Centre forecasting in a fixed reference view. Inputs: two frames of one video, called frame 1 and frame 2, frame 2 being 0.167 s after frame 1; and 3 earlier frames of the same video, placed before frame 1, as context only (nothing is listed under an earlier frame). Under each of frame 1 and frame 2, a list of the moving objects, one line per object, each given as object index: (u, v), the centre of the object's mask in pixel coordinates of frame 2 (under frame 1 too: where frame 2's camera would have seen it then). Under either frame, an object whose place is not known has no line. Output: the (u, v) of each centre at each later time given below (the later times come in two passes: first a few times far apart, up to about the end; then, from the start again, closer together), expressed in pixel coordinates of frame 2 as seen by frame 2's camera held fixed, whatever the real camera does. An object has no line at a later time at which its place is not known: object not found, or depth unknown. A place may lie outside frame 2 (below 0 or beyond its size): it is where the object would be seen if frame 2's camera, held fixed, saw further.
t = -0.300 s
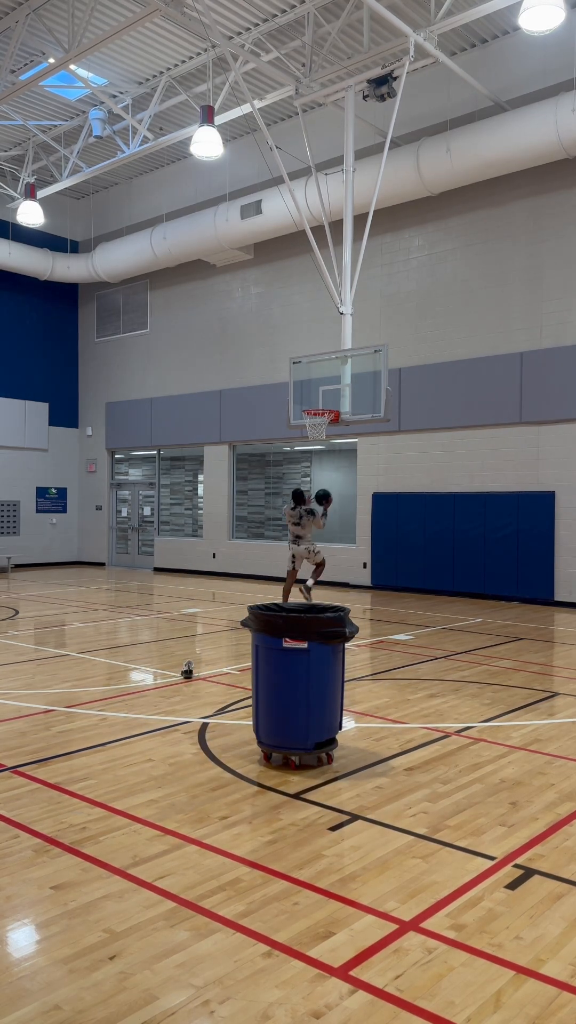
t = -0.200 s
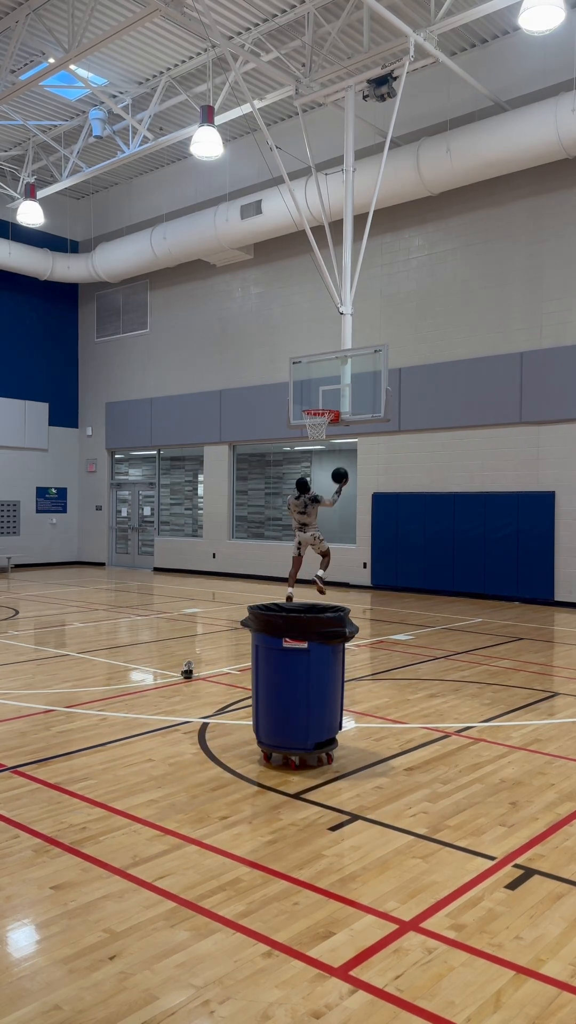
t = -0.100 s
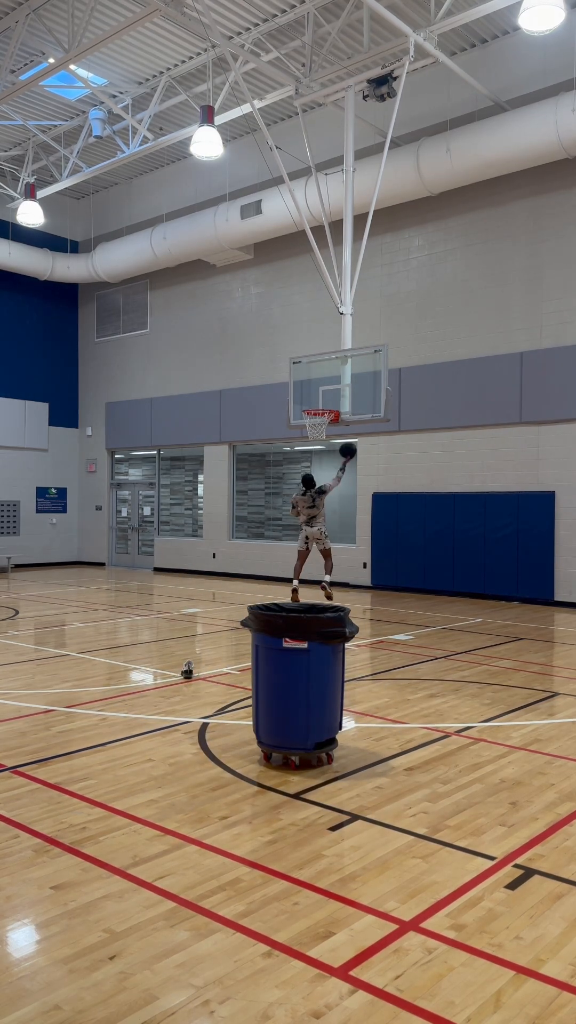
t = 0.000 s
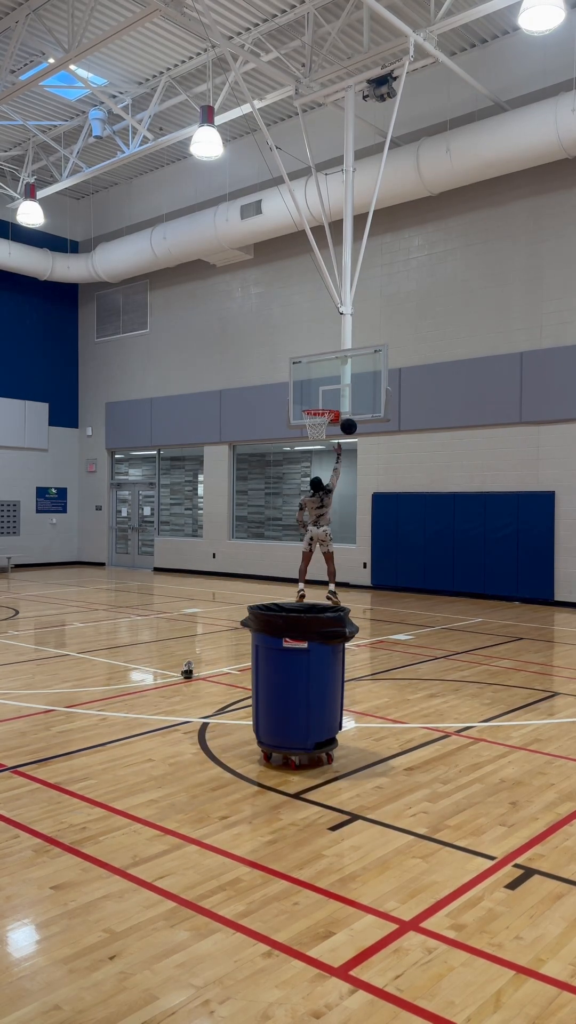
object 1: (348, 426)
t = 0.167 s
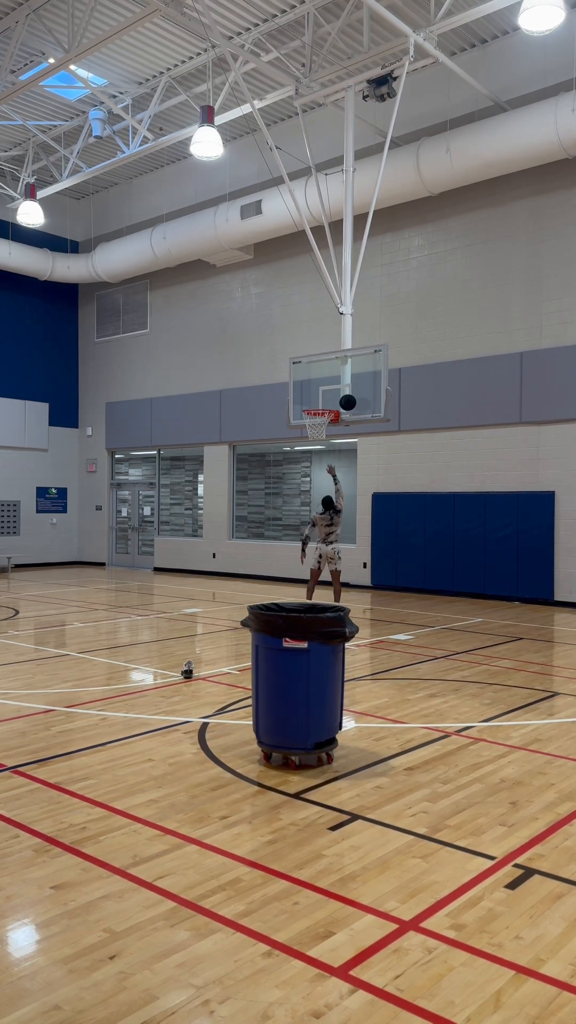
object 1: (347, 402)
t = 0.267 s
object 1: (345, 395)
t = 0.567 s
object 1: (327, 402)
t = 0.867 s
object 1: (311, 430)
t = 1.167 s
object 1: (310, 477)
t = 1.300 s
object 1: (309, 516)
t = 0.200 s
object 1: (347, 400)
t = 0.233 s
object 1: (347, 397)
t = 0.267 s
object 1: (345, 395)
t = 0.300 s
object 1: (343, 393)
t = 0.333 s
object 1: (342, 393)
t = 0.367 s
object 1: (340, 394)
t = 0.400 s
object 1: (337, 395)
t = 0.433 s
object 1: (335, 398)
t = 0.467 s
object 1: (333, 400)
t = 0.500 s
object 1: (331, 403)
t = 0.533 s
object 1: (329, 402)
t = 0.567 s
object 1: (327, 402)
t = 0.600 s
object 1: (325, 402)
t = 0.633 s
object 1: (324, 403)
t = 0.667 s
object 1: (322, 404)
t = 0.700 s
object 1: (320, 405)
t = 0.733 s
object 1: (318, 411)
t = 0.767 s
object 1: (316, 416)
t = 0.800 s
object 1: (314, 420)
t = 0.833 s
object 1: (312, 425)
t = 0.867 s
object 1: (311, 430)
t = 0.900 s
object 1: (310, 433)
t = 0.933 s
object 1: (310, 437)
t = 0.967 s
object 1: (310, 440)
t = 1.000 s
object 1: (310, 444)
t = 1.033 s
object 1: (310, 449)
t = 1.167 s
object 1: (310, 477)
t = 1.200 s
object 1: (309, 485)
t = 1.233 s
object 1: (309, 495)
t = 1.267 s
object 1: (309, 505)
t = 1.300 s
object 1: (309, 516)
